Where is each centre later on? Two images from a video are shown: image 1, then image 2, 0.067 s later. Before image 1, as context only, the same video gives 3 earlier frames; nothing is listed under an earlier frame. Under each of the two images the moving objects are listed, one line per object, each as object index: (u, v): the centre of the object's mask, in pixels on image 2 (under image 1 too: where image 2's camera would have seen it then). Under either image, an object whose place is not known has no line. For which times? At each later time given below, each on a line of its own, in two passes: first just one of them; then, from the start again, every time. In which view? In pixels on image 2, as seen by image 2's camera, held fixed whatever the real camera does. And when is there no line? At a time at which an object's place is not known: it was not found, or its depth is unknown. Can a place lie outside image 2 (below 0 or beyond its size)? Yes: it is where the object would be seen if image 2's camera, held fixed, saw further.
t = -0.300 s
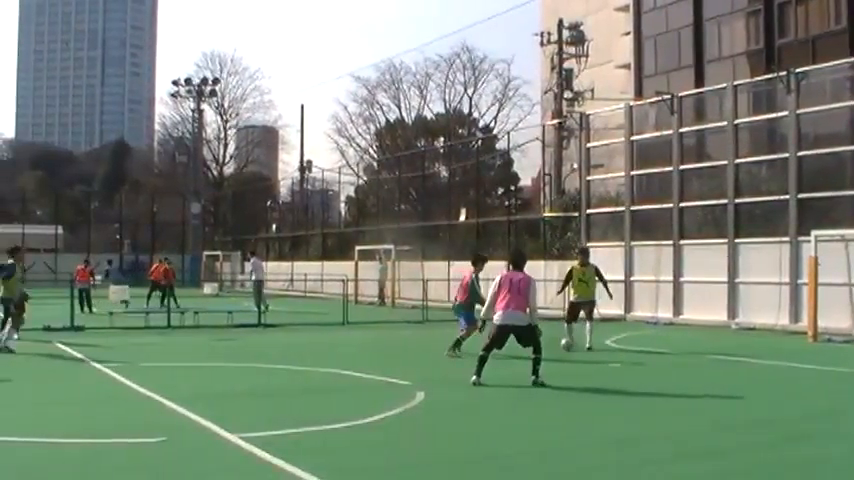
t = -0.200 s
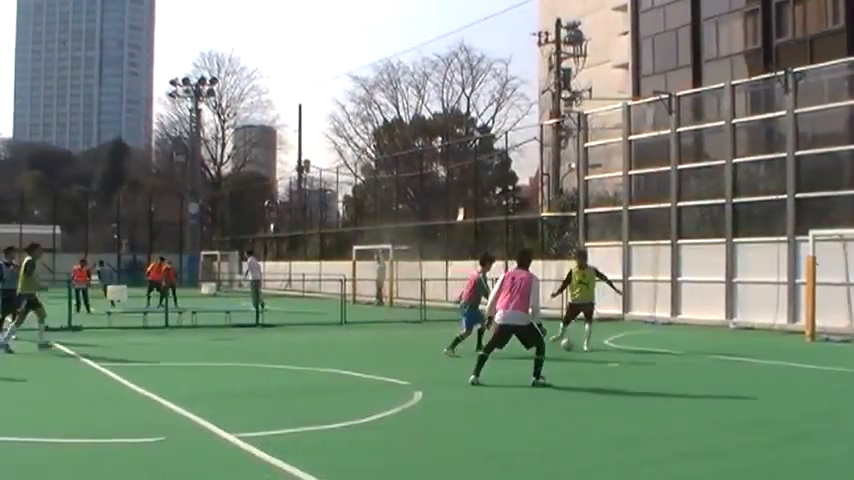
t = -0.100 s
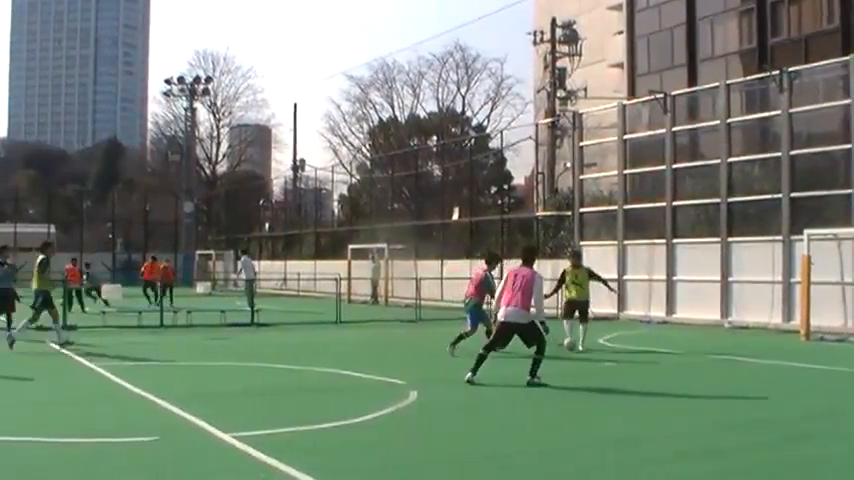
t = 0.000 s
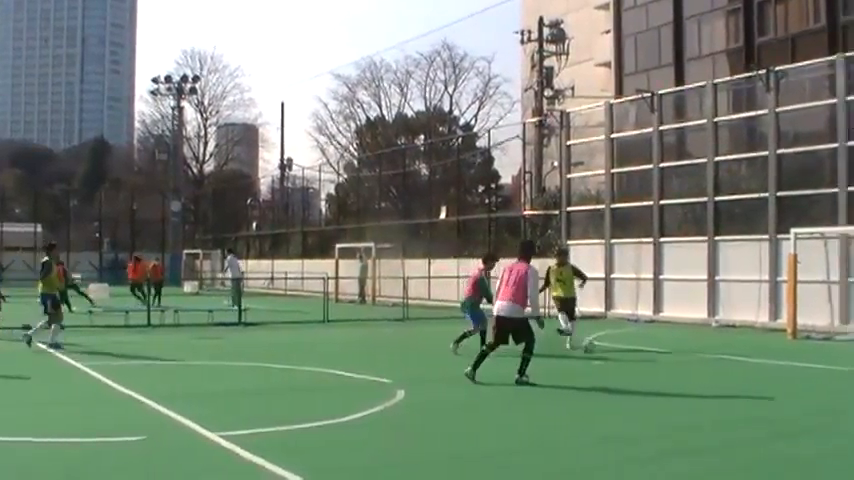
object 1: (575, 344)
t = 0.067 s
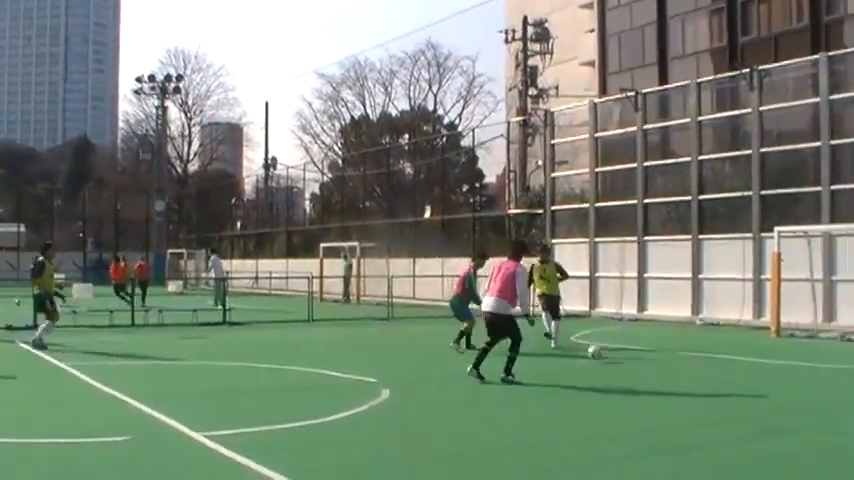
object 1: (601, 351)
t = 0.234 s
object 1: (658, 367)
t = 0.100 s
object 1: (610, 355)
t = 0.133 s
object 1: (623, 359)
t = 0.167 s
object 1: (634, 360)
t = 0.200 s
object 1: (647, 363)
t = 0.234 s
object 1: (658, 367)
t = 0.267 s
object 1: (673, 371)
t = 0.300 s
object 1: (687, 374)
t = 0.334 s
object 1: (703, 377)
